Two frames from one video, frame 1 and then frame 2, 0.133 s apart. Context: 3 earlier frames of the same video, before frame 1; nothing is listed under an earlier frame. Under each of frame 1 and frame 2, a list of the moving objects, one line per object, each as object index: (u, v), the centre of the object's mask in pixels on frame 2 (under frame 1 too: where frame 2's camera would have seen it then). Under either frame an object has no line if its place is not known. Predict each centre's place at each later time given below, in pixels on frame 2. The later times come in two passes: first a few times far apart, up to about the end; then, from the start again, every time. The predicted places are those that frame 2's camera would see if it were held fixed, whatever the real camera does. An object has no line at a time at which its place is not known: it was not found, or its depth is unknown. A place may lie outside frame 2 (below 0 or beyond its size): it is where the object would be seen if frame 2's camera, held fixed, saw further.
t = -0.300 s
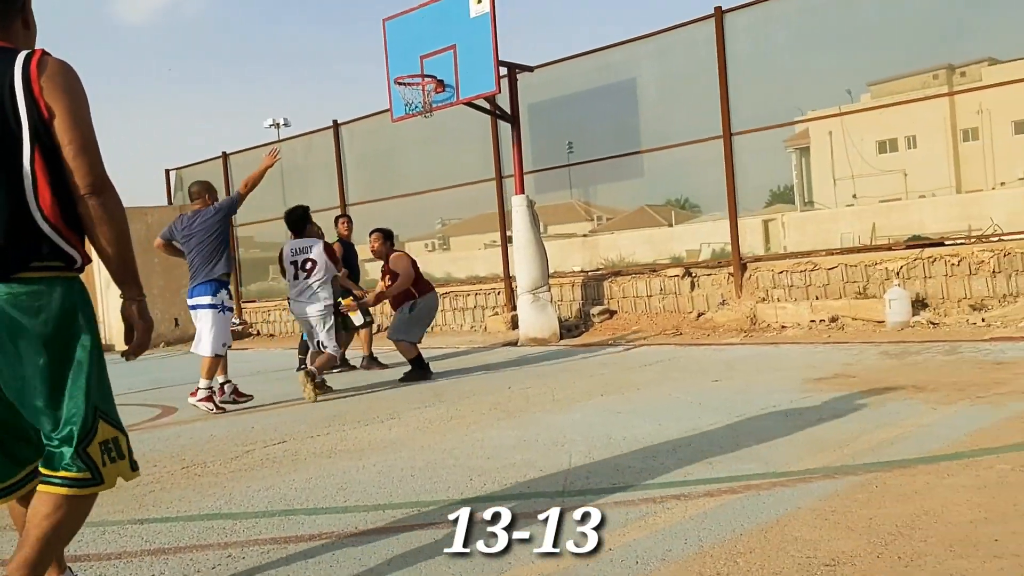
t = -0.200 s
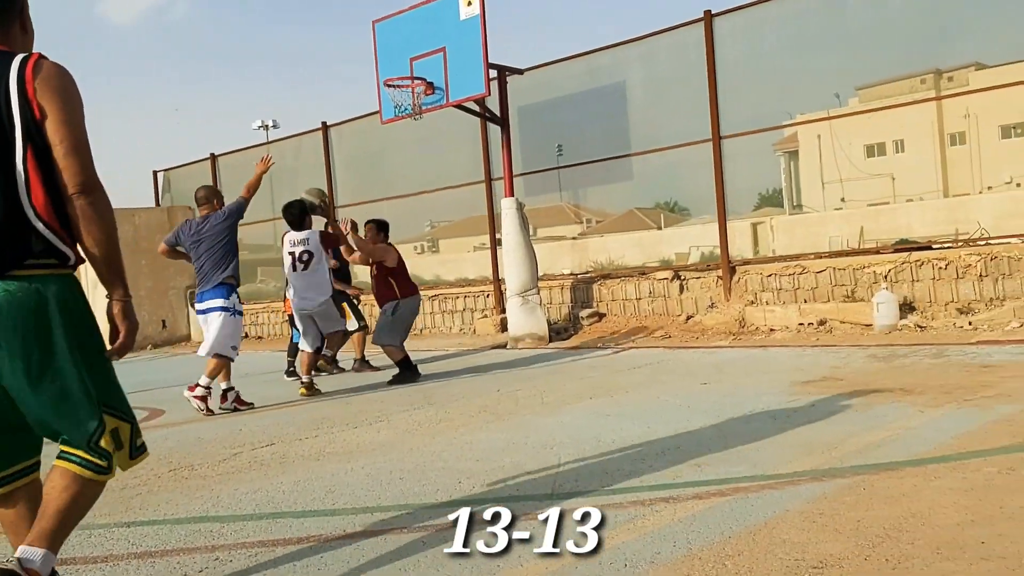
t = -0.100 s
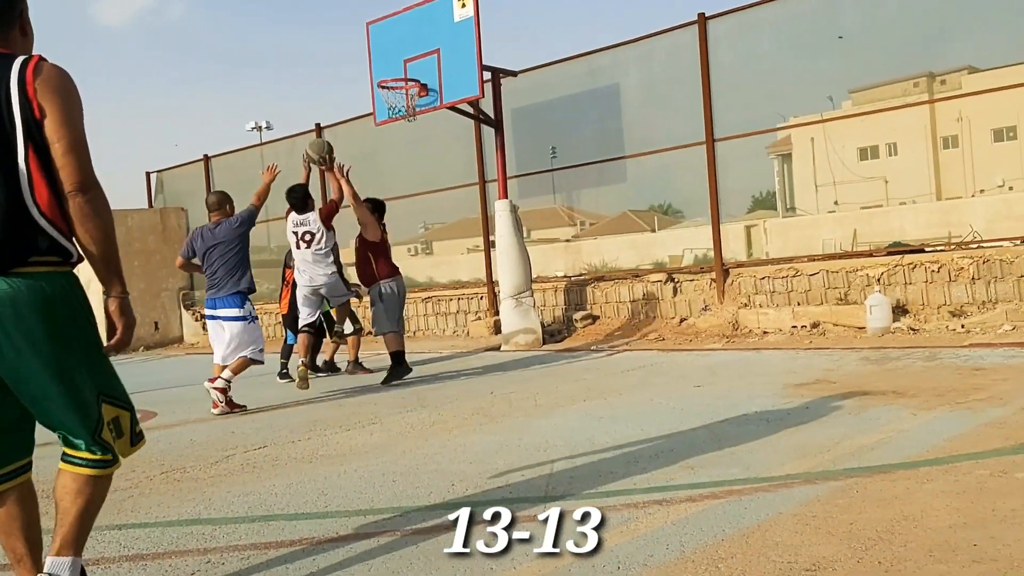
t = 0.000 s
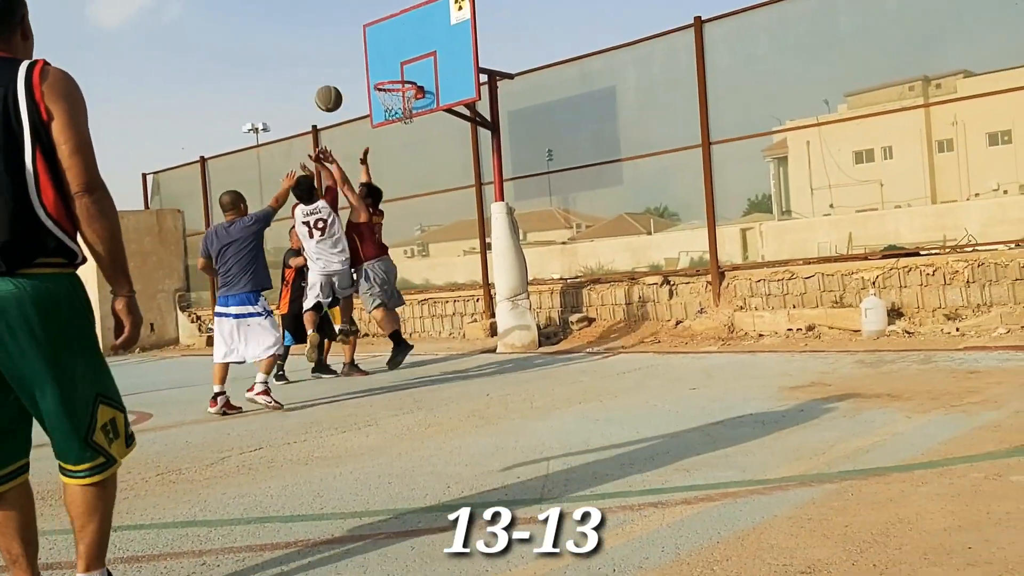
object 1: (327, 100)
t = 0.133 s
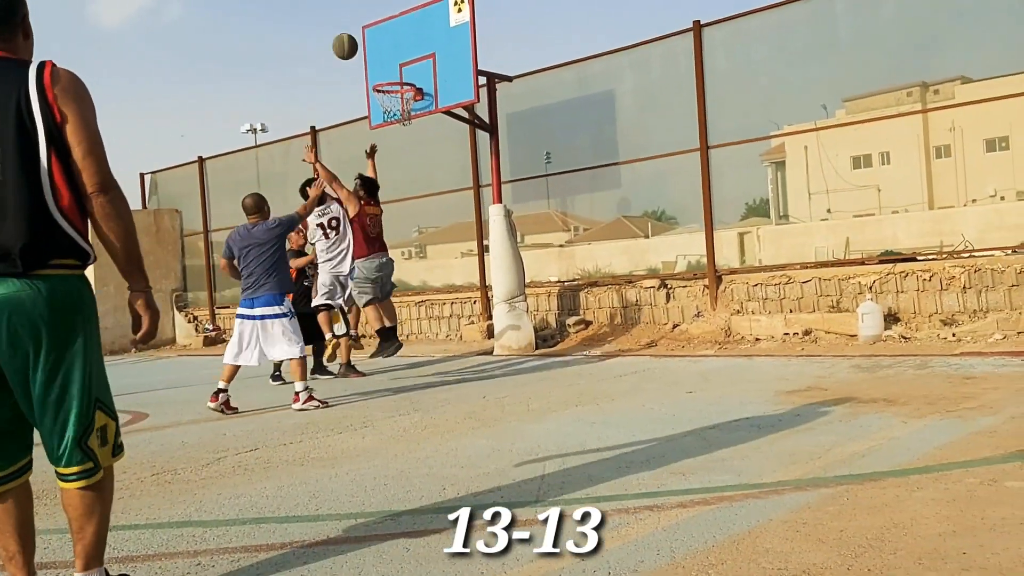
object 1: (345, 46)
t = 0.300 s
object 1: (366, 10)
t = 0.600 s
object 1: (405, 17)
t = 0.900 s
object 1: (422, 88)
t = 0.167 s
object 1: (349, 37)
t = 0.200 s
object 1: (353, 28)
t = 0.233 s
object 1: (358, 21)
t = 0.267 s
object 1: (362, 15)
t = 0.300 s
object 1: (366, 10)
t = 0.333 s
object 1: (371, 8)
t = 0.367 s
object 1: (375, 6)
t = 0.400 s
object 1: (379, 5)
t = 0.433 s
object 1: (383, 5)
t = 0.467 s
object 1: (387, 5)
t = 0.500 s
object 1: (391, 6)
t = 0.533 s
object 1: (396, 8)
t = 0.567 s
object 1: (401, 12)
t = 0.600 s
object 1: (405, 17)
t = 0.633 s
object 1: (409, 23)
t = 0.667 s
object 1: (414, 30)
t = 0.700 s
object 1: (418, 38)
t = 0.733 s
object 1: (423, 47)
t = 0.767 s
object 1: (427, 57)
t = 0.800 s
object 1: (432, 67)
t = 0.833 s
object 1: (430, 75)
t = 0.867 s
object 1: (425, 82)
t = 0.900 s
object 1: (422, 88)
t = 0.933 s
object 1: (422, 93)
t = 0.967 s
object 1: (423, 100)
